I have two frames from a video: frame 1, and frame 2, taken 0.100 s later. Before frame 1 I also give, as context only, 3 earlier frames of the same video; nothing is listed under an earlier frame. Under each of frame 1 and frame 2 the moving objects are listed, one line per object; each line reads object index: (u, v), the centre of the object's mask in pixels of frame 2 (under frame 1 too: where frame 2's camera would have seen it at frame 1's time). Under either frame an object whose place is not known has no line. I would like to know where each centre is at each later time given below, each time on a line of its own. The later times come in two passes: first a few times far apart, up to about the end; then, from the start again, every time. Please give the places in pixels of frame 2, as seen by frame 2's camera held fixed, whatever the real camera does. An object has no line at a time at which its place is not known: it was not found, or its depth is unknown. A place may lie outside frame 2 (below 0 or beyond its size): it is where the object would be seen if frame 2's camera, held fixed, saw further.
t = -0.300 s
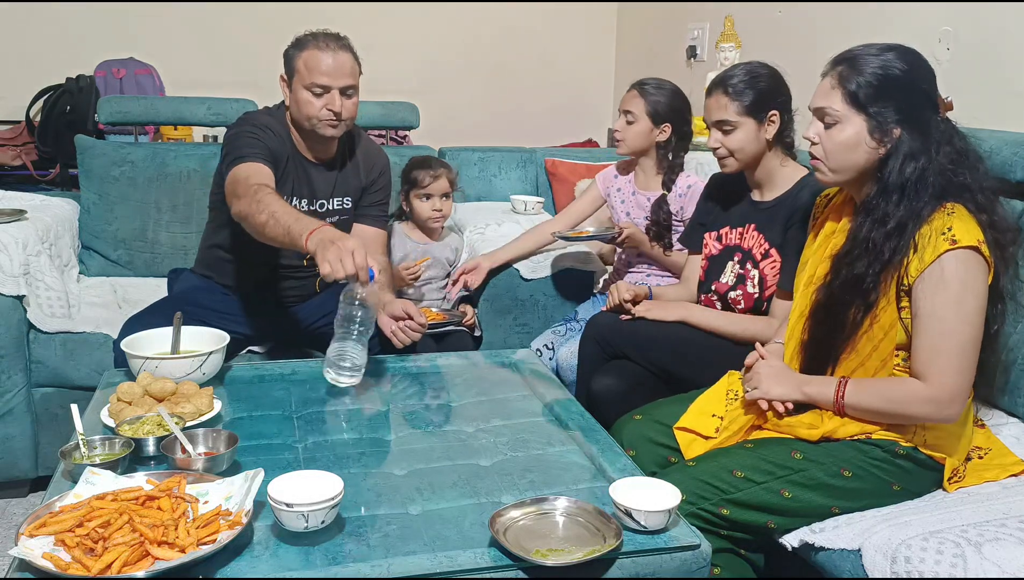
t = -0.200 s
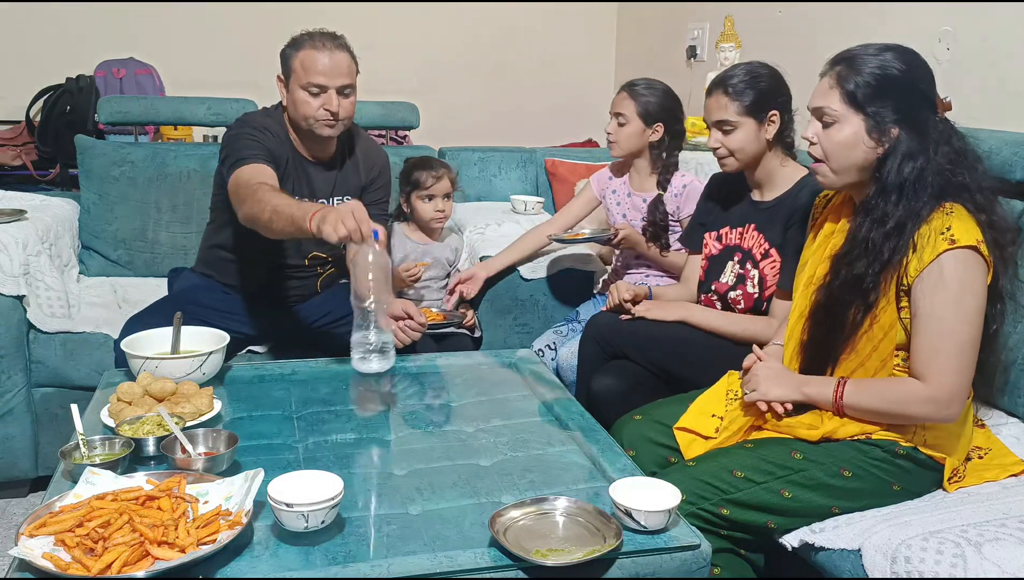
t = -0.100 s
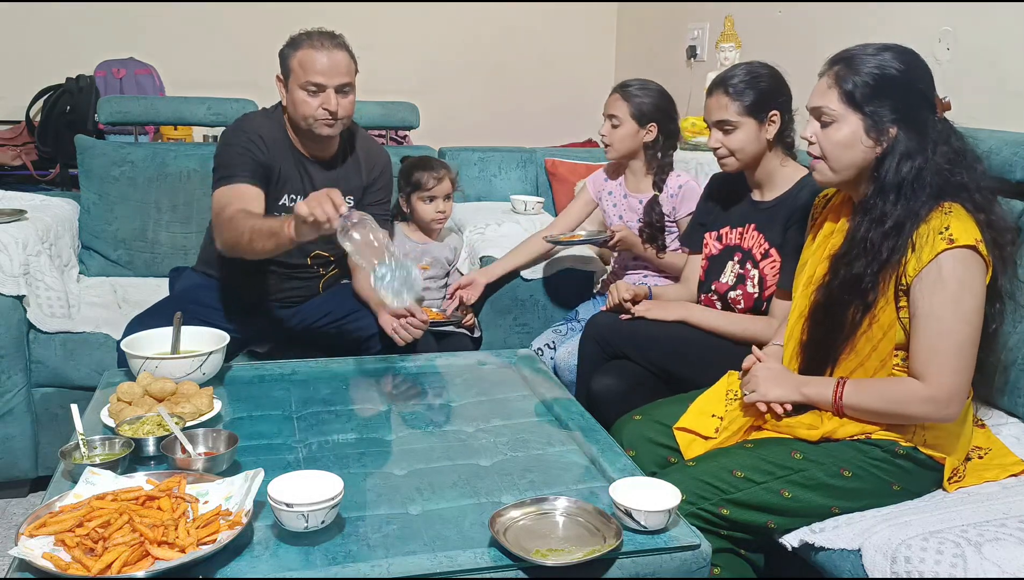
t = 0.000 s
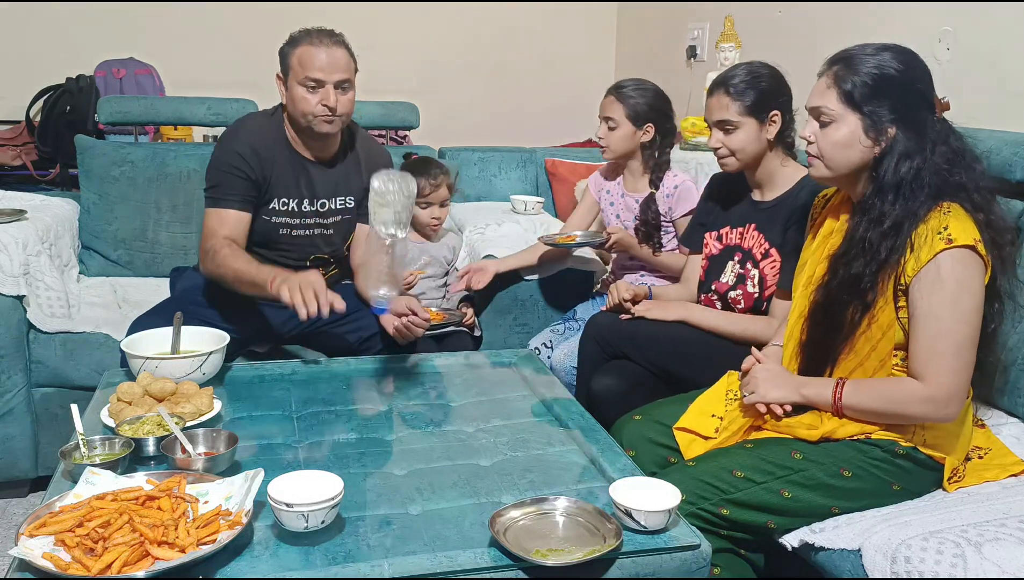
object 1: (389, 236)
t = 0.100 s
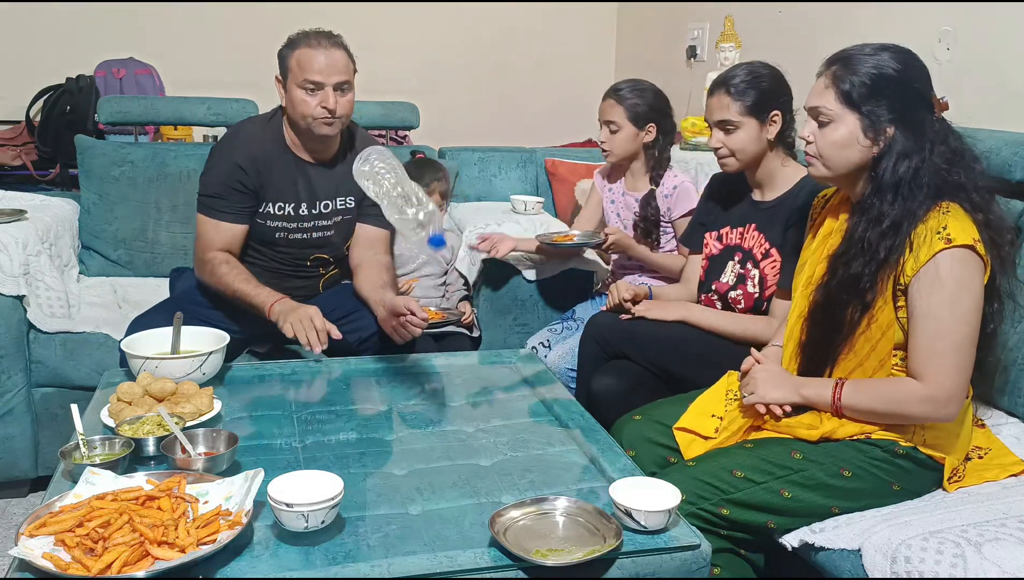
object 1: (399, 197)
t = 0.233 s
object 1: (392, 237)
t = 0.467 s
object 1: (393, 413)
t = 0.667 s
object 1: (393, 414)
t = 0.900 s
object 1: (392, 415)
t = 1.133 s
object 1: (387, 416)
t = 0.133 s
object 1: (397, 194)
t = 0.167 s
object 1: (396, 200)
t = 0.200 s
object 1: (394, 213)
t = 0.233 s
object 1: (392, 237)
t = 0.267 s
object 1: (390, 267)
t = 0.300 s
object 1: (387, 302)
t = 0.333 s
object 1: (385, 346)
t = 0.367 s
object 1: (385, 372)
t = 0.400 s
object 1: (390, 379)
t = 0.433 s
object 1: (392, 394)
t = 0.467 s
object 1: (393, 413)
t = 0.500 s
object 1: (393, 411)
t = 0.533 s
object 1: (394, 414)
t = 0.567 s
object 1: (395, 414)
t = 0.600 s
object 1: (395, 414)
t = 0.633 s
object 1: (394, 414)
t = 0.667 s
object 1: (393, 414)
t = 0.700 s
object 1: (393, 414)
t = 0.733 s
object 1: (393, 414)
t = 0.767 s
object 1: (394, 414)
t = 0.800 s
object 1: (394, 414)
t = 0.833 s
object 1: (393, 414)
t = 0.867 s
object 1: (393, 415)
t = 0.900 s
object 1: (392, 415)
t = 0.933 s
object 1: (392, 415)
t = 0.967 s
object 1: (391, 415)
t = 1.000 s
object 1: (391, 415)
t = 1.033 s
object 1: (391, 415)
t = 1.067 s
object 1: (390, 415)
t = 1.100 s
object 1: (389, 415)
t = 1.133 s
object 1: (387, 416)
